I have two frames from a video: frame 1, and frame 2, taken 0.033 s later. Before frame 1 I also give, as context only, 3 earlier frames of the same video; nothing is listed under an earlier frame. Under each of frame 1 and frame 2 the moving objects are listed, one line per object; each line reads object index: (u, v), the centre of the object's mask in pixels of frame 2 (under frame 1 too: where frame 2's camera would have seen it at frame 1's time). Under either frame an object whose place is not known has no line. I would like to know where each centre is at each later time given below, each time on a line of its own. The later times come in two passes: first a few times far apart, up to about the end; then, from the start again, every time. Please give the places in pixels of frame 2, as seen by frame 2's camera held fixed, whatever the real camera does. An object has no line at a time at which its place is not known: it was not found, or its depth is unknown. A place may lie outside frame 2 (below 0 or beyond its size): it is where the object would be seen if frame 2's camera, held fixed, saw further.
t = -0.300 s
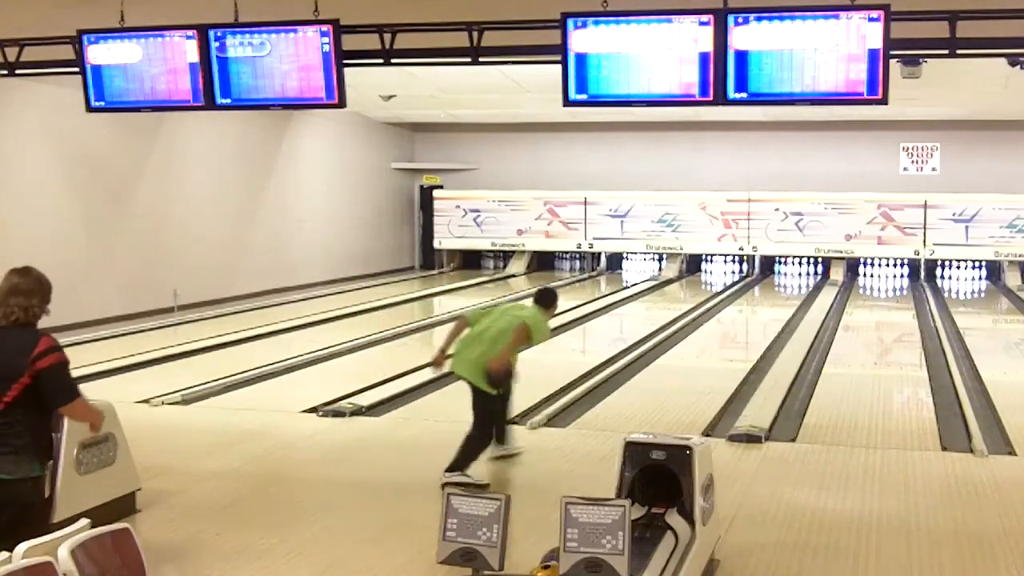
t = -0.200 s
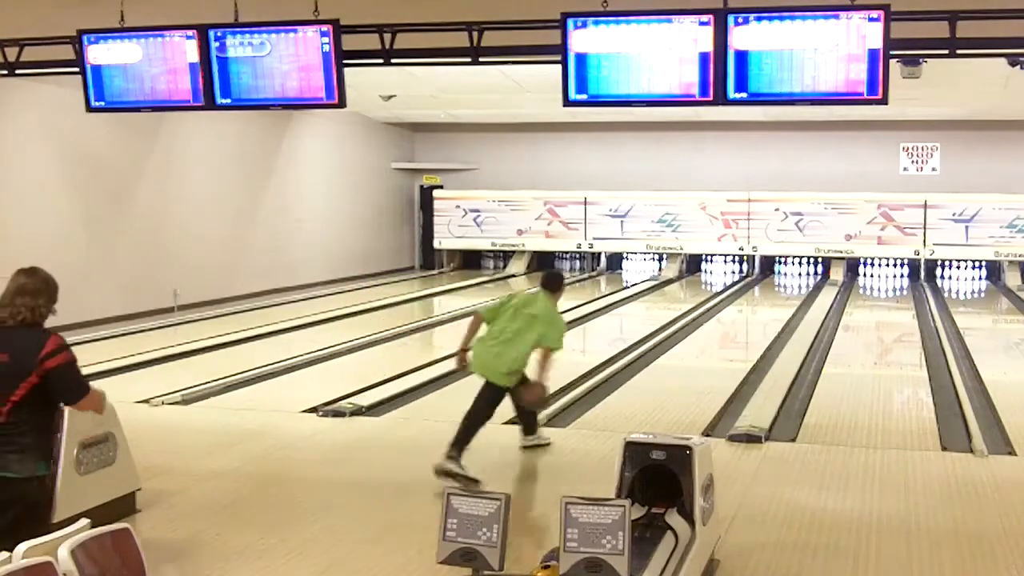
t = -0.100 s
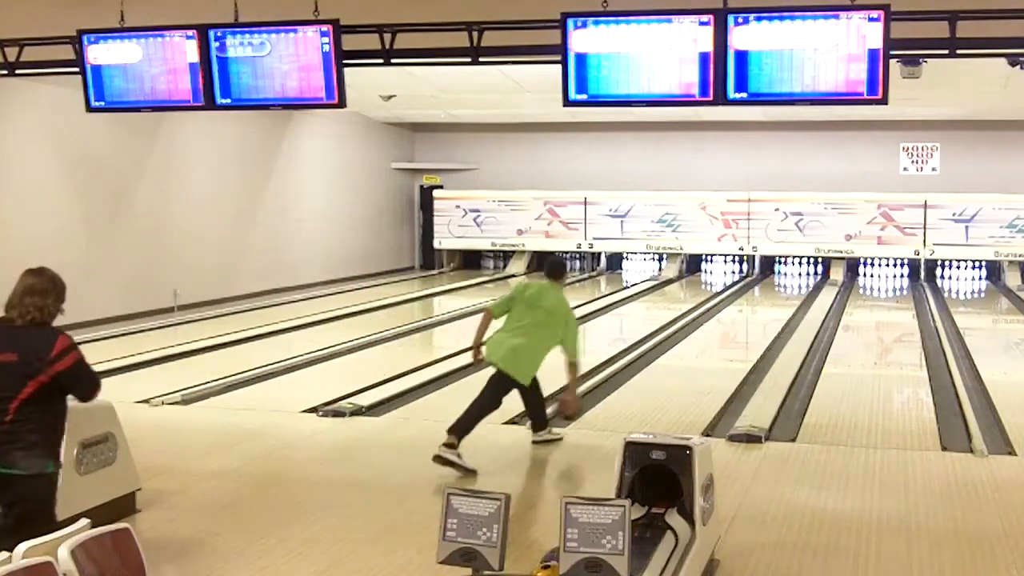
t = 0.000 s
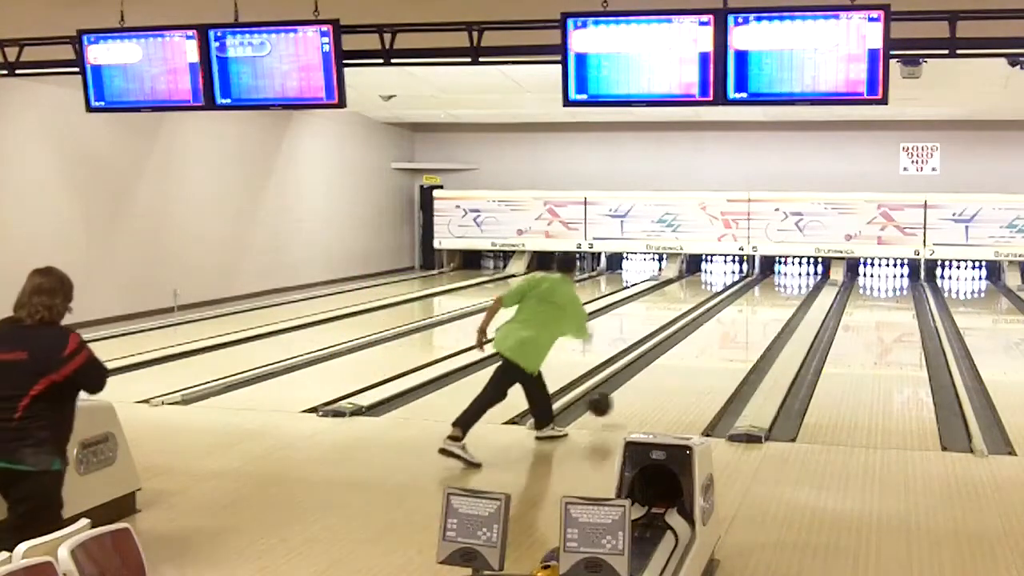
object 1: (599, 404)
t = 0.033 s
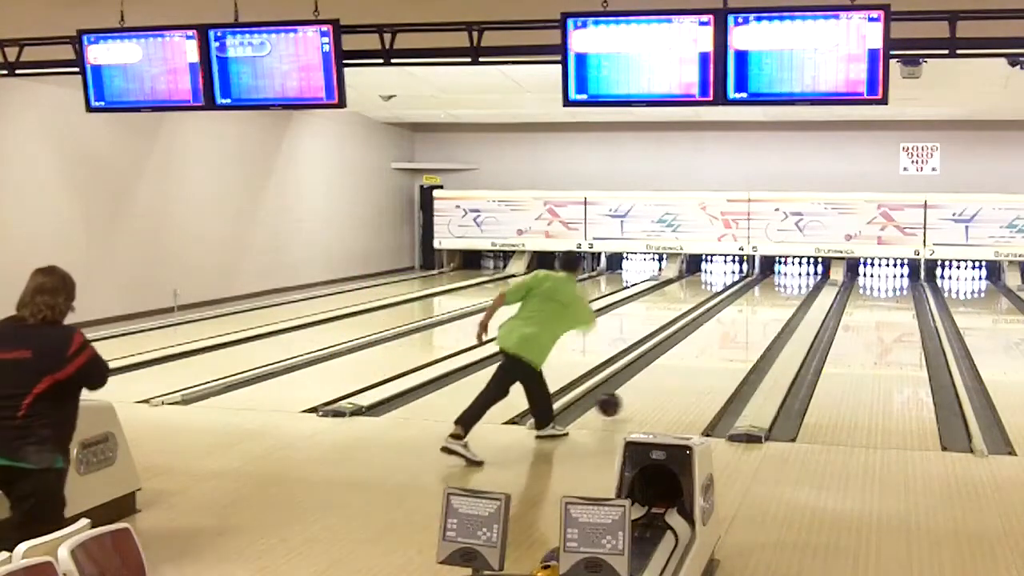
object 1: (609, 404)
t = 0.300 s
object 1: (668, 372)
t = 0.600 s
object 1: (715, 344)
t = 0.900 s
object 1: (748, 324)
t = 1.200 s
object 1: (771, 308)
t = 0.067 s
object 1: (618, 403)
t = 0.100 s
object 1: (627, 397)
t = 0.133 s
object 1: (634, 392)
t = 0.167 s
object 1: (641, 388)
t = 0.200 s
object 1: (649, 384)
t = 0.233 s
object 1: (655, 380)
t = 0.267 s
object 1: (662, 376)
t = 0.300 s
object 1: (668, 372)
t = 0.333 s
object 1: (675, 369)
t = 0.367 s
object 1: (680, 365)
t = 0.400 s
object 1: (686, 362)
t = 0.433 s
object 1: (691, 359)
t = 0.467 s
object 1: (696, 356)
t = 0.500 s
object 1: (701, 353)
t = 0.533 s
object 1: (706, 350)
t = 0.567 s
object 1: (711, 347)
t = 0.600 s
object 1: (715, 344)
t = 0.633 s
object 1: (719, 342)
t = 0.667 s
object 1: (723, 339)
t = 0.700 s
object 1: (728, 337)
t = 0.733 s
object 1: (731, 335)
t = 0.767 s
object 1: (734, 332)
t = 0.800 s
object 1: (738, 330)
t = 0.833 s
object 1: (742, 328)
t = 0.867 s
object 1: (745, 326)
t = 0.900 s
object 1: (748, 324)
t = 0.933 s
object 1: (751, 322)
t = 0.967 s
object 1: (753, 320)
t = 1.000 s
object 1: (756, 318)
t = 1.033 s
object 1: (759, 316)
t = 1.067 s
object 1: (761, 314)
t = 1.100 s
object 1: (764, 313)
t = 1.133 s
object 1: (766, 311)
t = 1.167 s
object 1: (769, 310)
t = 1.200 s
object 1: (771, 308)
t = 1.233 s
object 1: (773, 307)
